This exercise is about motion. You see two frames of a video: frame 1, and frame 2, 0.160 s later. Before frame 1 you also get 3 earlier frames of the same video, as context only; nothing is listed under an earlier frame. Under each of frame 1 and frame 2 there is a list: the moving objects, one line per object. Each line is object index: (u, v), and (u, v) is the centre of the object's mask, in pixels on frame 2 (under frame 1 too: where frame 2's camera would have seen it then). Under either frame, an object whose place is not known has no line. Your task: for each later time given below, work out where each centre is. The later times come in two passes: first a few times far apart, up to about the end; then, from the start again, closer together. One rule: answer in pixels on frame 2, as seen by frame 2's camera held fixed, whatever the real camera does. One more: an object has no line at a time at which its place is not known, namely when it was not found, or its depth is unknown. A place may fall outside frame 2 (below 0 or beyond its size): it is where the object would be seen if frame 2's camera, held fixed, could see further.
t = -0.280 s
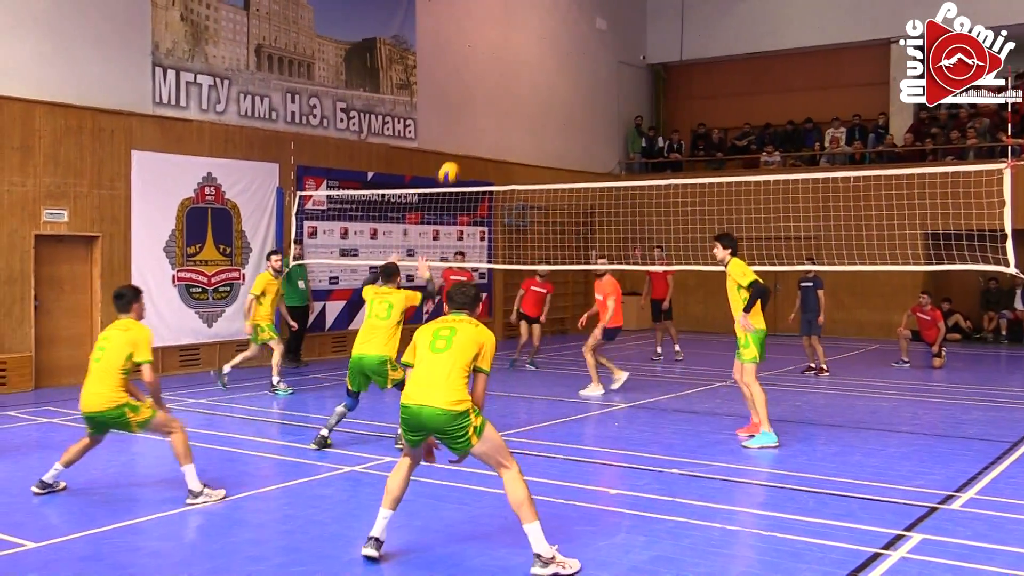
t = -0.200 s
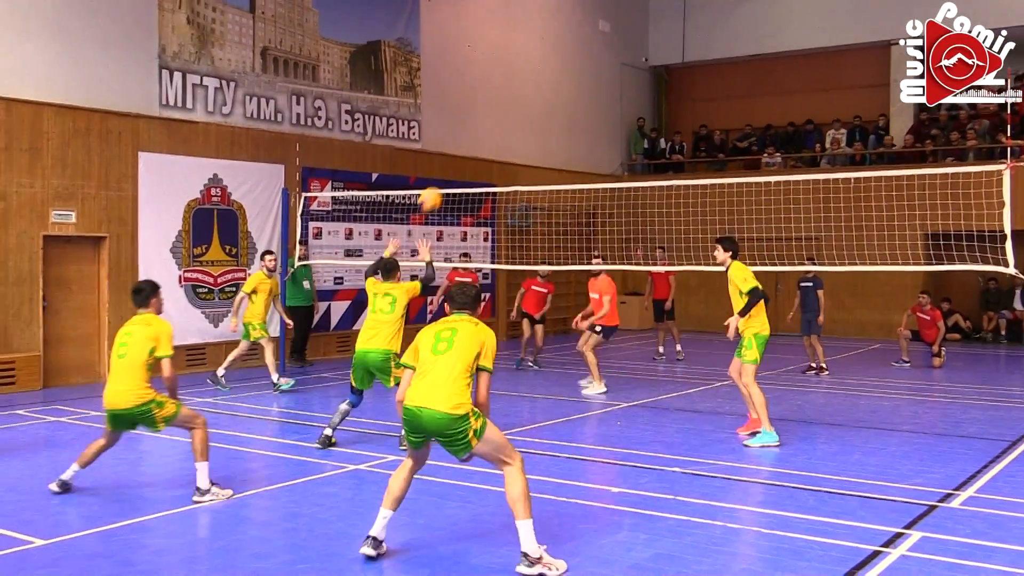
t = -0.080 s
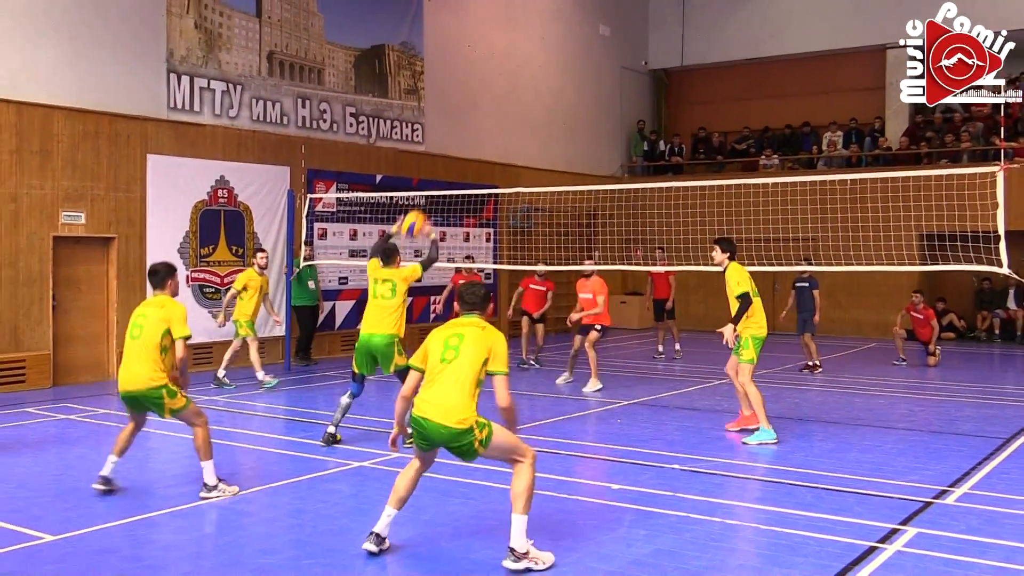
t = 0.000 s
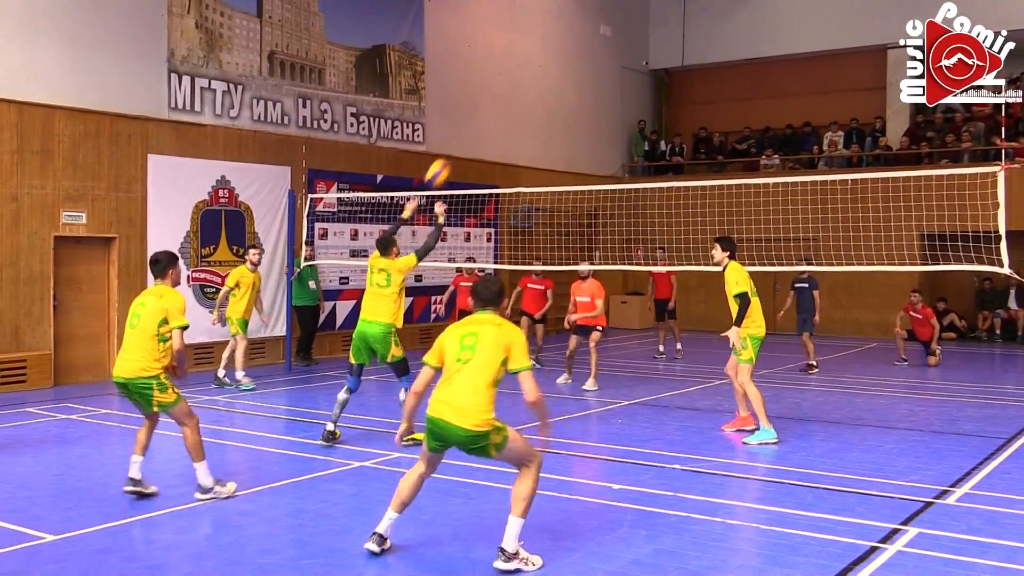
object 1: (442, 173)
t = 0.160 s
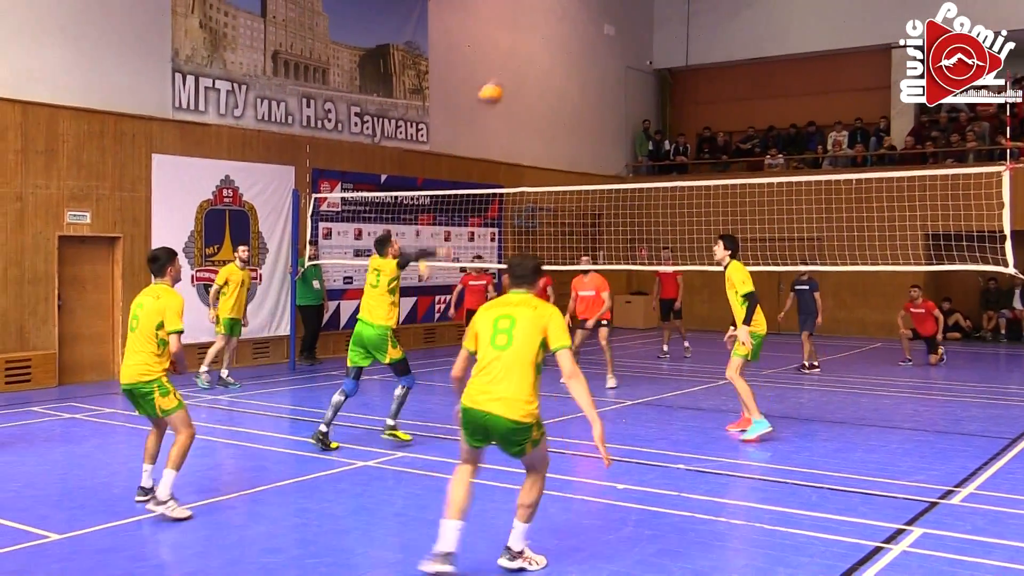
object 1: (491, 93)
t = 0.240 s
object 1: (514, 66)
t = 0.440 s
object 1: (573, 25)
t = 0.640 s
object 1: (632, 29)
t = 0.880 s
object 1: (695, 88)
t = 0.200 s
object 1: (504, 78)
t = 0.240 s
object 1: (514, 66)
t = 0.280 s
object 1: (527, 54)
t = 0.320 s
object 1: (539, 44)
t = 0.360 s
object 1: (549, 37)
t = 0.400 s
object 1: (561, 30)
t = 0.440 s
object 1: (573, 25)
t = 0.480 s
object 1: (585, 22)
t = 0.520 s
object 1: (596, 21)
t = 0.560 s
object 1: (609, 22)
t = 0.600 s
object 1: (620, 25)
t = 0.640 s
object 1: (632, 29)
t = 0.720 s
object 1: (653, 42)
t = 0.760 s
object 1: (664, 51)
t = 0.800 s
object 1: (675, 62)
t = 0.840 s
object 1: (685, 74)
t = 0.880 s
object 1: (695, 88)
